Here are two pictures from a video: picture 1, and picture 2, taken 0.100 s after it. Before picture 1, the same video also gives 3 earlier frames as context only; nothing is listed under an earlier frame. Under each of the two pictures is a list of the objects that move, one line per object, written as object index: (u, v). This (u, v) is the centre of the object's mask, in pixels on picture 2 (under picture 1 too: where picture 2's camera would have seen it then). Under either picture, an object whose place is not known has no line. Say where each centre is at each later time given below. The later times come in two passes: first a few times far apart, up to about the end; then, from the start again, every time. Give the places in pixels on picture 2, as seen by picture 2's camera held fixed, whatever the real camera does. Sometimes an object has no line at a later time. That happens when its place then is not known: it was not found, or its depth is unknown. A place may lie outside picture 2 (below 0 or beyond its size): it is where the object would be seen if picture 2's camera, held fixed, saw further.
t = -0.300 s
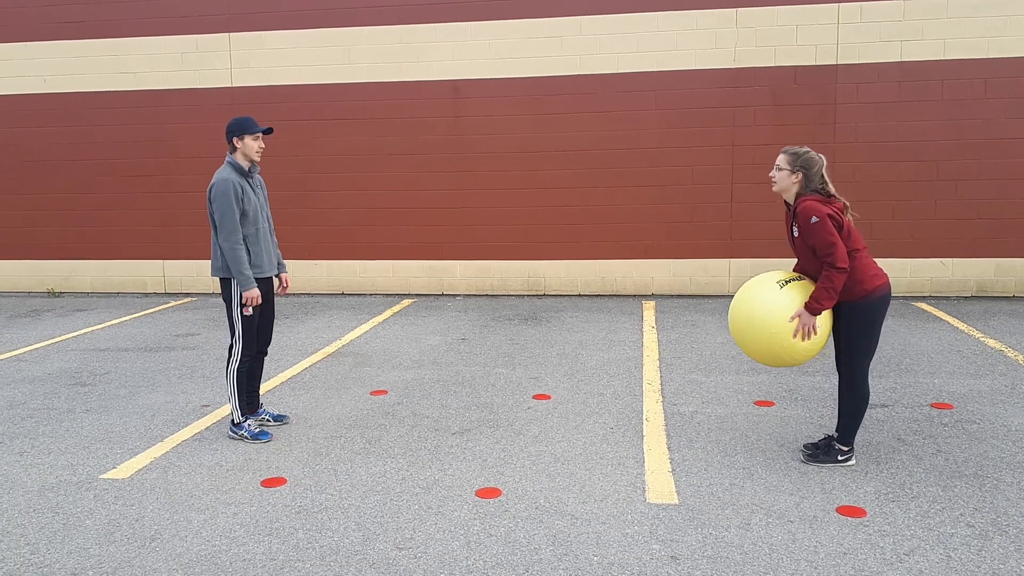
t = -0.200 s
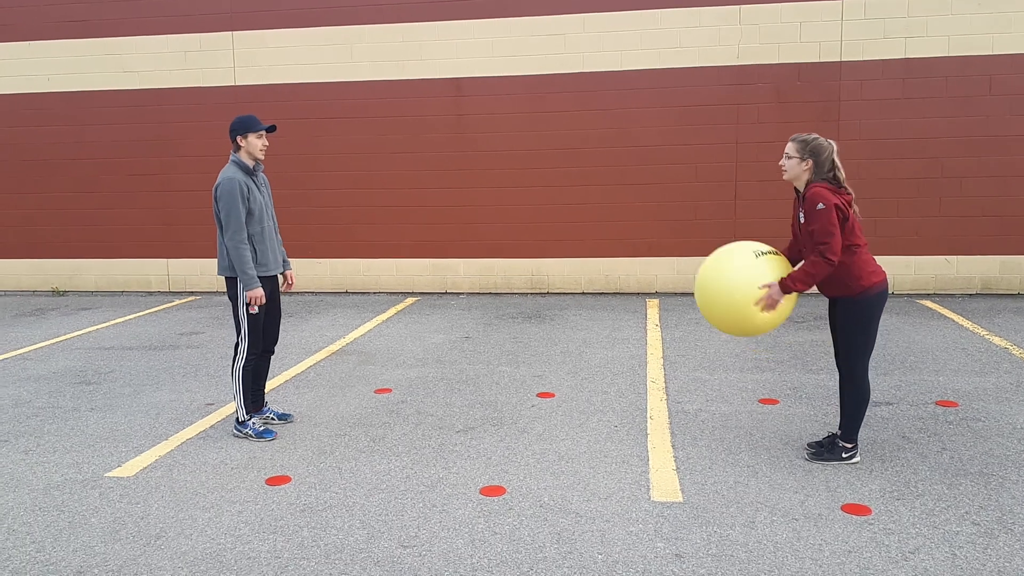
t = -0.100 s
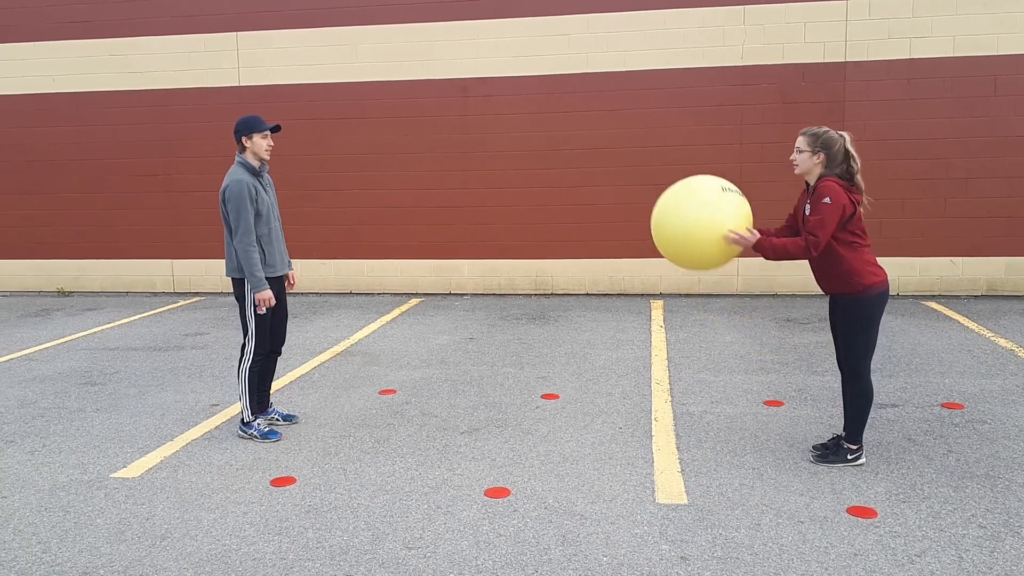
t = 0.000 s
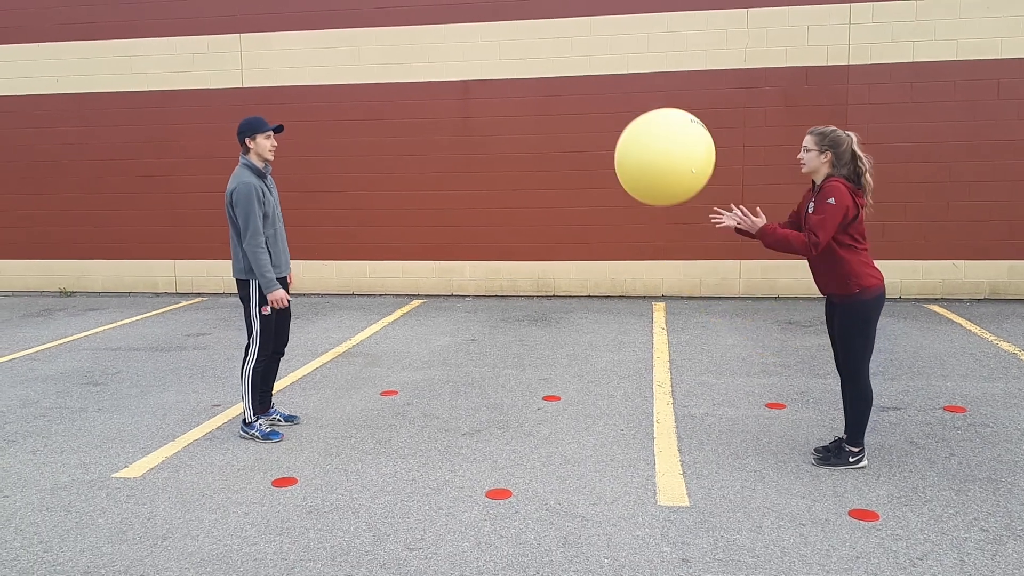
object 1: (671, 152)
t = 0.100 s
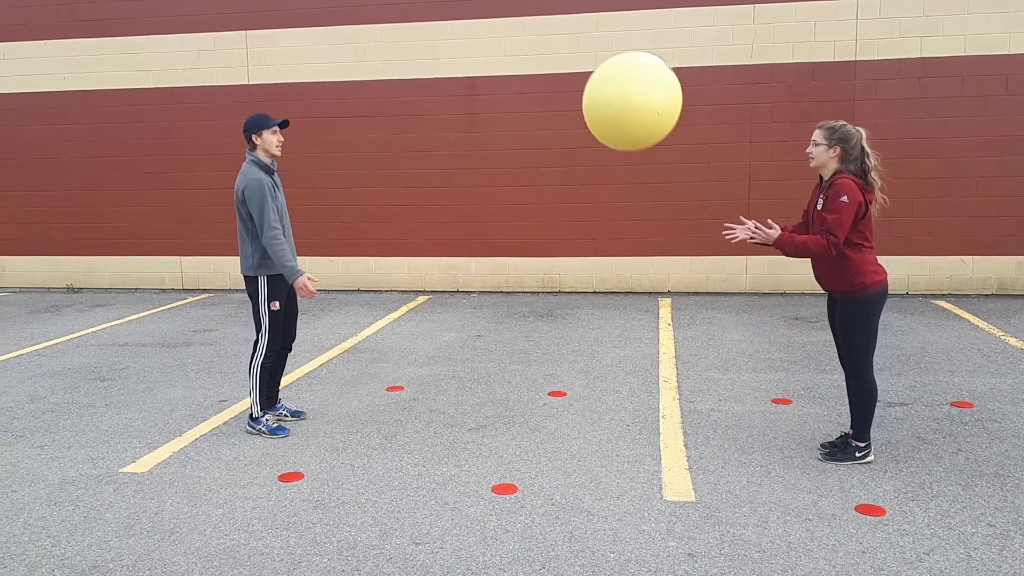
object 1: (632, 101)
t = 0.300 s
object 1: (556, 51)
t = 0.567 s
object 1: (460, 90)
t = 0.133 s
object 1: (620, 87)
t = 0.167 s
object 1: (607, 76)
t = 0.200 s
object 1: (594, 65)
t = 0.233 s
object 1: (581, 58)
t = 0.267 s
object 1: (568, 53)
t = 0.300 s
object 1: (556, 51)
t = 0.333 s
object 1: (543, 50)
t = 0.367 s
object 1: (532, 50)
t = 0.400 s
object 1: (520, 51)
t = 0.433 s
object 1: (508, 54)
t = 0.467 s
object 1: (495, 59)
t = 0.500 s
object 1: (483, 68)
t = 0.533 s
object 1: (471, 78)
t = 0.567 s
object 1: (460, 90)
